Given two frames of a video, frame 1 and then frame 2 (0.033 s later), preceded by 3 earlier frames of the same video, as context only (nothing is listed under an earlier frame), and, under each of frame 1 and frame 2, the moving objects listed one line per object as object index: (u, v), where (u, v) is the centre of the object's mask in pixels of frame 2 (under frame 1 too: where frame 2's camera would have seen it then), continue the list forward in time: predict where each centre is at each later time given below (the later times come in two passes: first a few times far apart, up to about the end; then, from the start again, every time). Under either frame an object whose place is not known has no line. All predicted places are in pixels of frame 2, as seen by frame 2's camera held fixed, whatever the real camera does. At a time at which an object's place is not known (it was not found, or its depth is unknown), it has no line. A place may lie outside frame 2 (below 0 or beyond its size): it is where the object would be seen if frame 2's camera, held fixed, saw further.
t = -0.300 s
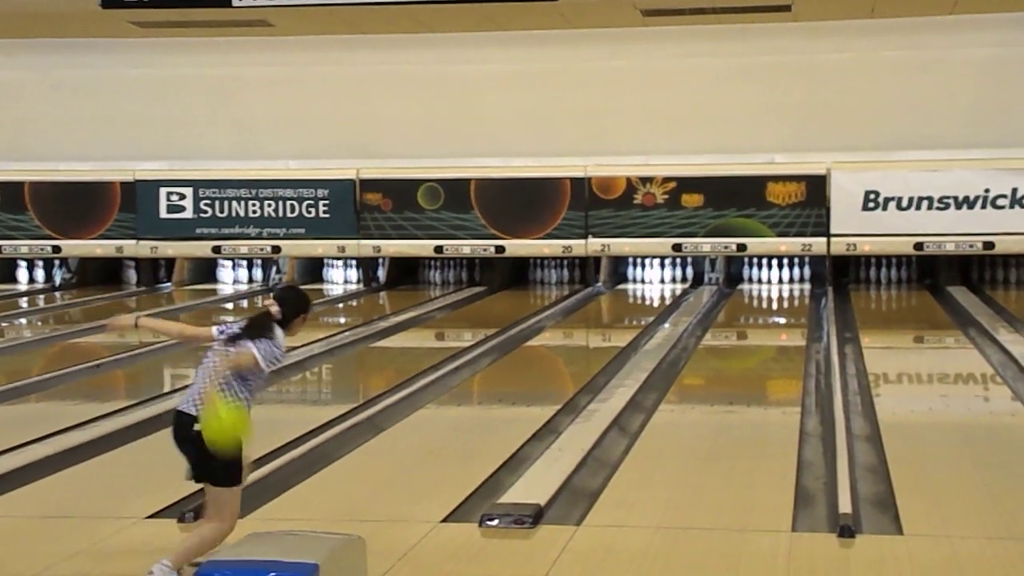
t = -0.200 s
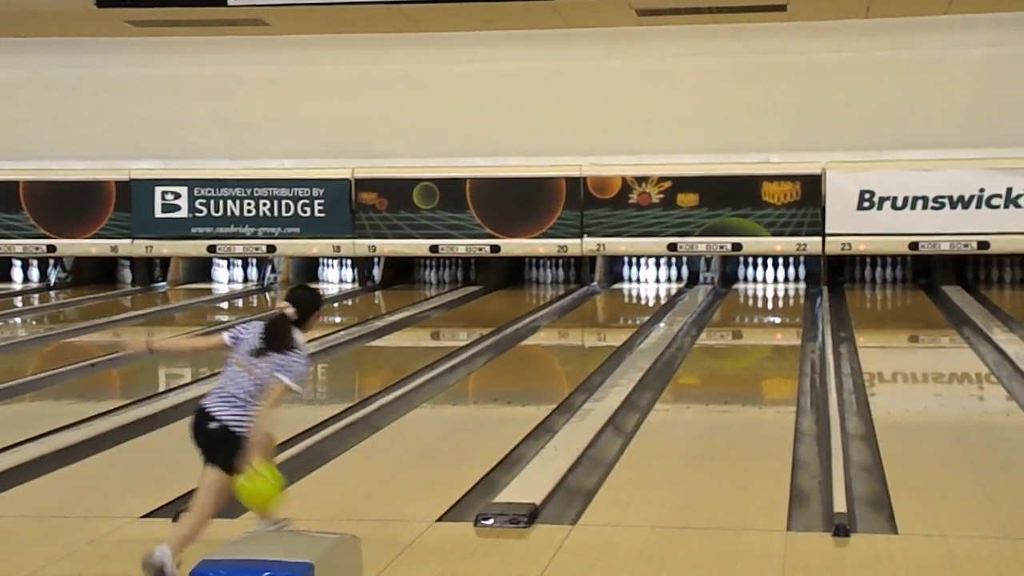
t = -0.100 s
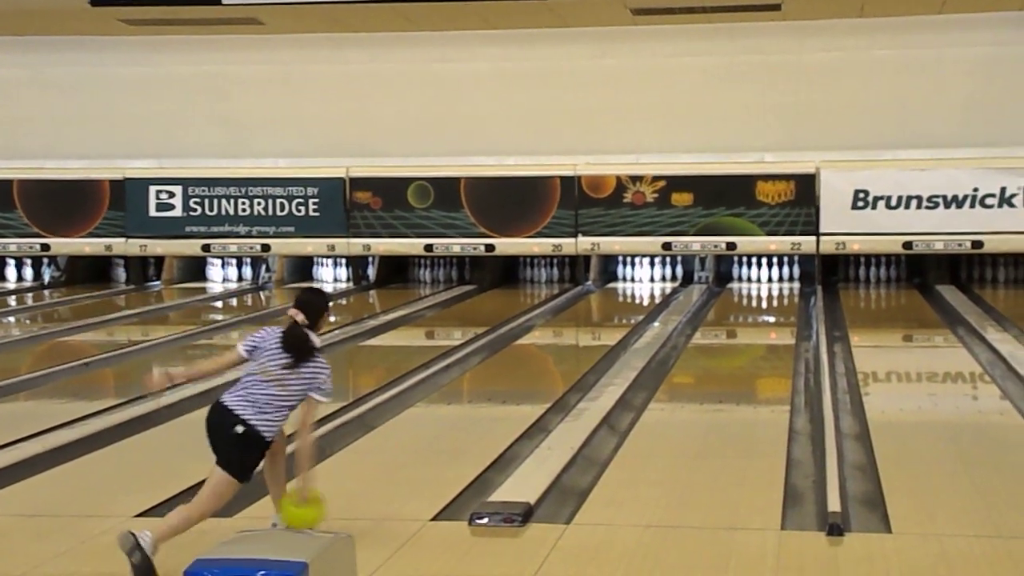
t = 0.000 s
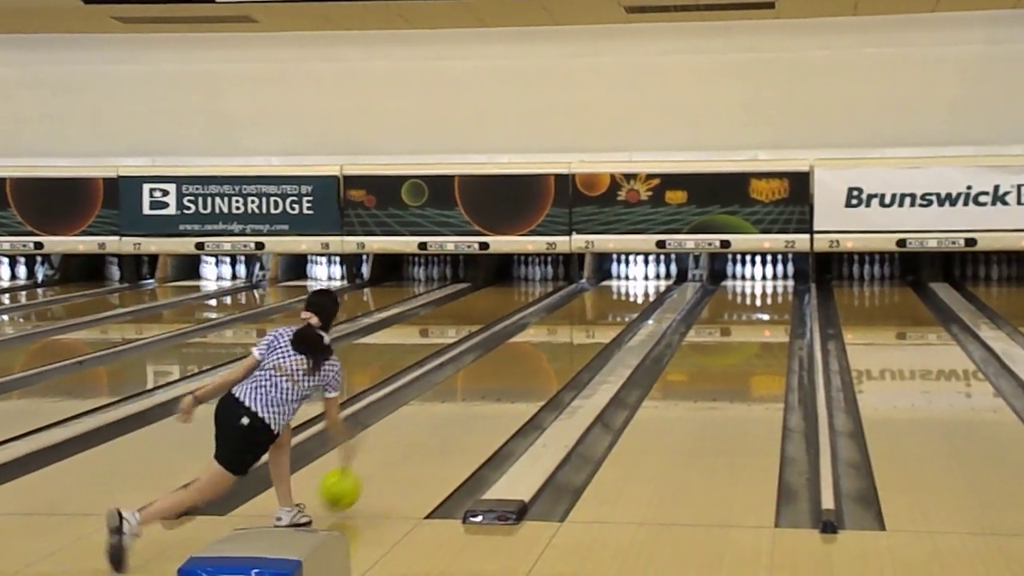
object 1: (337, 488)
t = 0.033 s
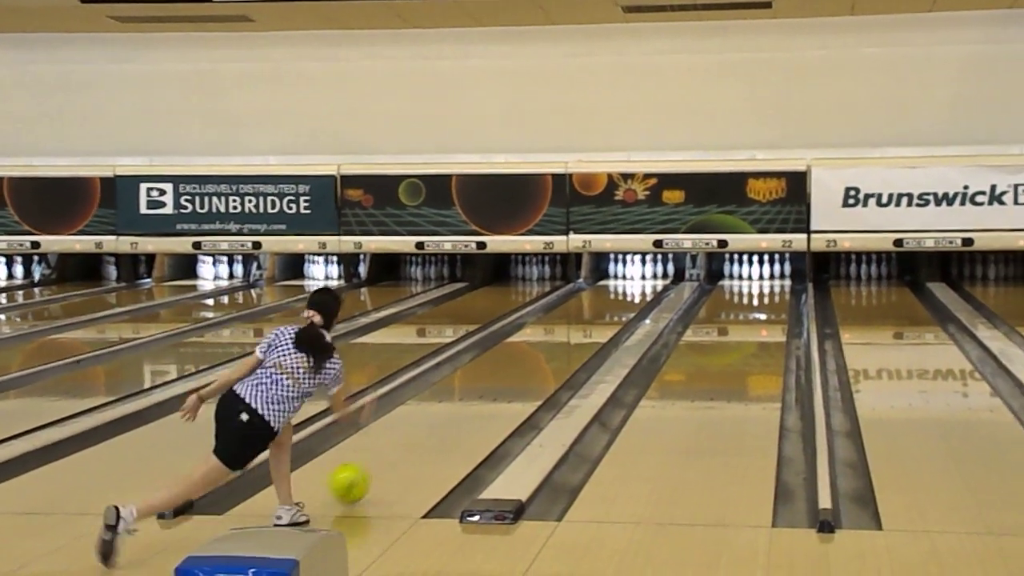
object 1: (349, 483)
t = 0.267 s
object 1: (421, 439)
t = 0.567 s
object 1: (486, 395)
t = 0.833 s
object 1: (528, 366)
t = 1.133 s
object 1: (562, 340)
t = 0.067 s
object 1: (361, 479)
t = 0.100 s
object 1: (372, 470)
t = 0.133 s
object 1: (383, 464)
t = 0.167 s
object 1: (393, 458)
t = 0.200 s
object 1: (404, 451)
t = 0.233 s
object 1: (412, 445)
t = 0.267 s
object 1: (421, 439)
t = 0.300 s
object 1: (429, 434)
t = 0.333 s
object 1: (438, 428)
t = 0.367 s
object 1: (445, 422)
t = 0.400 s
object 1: (453, 417)
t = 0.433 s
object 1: (460, 413)
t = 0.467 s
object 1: (468, 408)
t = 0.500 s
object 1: (474, 403)
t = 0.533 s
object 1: (480, 399)
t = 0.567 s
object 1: (486, 395)
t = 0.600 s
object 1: (492, 391)
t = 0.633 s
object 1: (498, 387)
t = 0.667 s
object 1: (503, 383)
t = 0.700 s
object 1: (509, 380)
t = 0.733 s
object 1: (513, 376)
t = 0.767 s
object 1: (518, 372)
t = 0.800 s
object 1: (523, 369)
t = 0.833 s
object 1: (528, 366)
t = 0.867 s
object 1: (532, 362)
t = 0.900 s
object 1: (536, 360)
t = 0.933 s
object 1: (540, 357)
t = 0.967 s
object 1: (544, 355)
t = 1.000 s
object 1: (548, 351)
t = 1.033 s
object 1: (551, 349)
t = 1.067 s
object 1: (555, 347)
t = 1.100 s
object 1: (558, 345)
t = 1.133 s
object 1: (562, 340)
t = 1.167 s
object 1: (566, 339)
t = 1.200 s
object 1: (569, 336)
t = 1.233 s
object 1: (573, 334)
